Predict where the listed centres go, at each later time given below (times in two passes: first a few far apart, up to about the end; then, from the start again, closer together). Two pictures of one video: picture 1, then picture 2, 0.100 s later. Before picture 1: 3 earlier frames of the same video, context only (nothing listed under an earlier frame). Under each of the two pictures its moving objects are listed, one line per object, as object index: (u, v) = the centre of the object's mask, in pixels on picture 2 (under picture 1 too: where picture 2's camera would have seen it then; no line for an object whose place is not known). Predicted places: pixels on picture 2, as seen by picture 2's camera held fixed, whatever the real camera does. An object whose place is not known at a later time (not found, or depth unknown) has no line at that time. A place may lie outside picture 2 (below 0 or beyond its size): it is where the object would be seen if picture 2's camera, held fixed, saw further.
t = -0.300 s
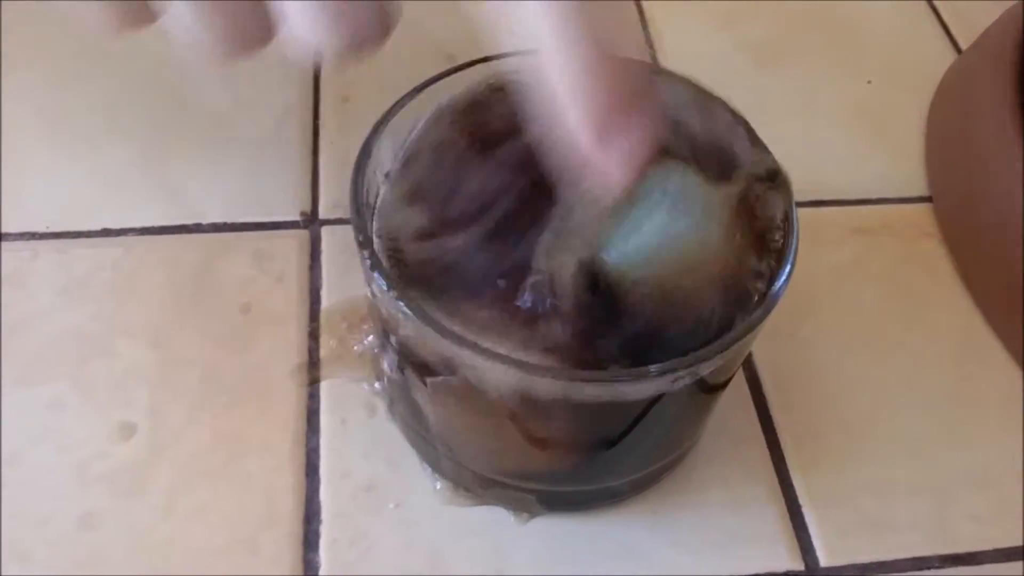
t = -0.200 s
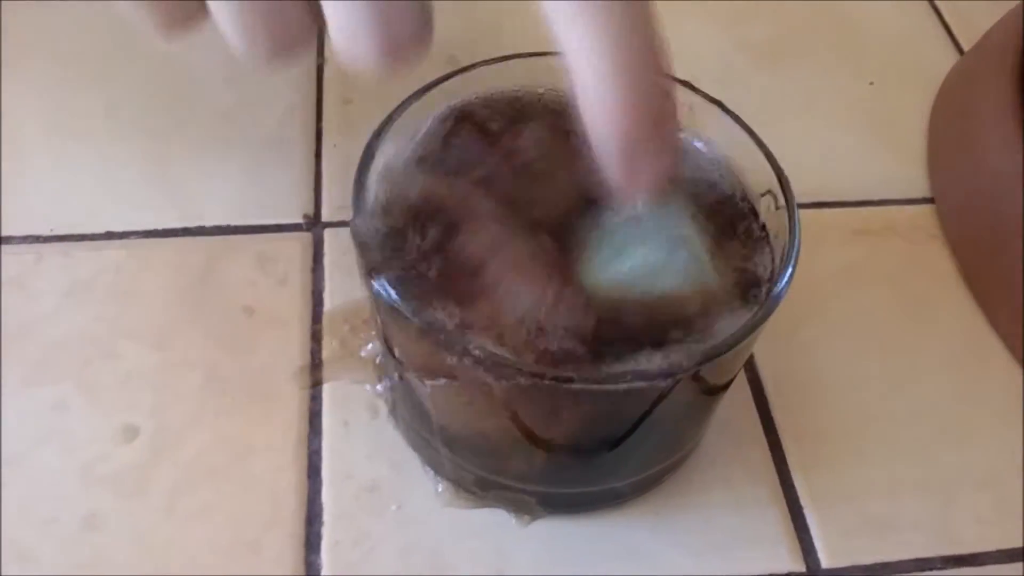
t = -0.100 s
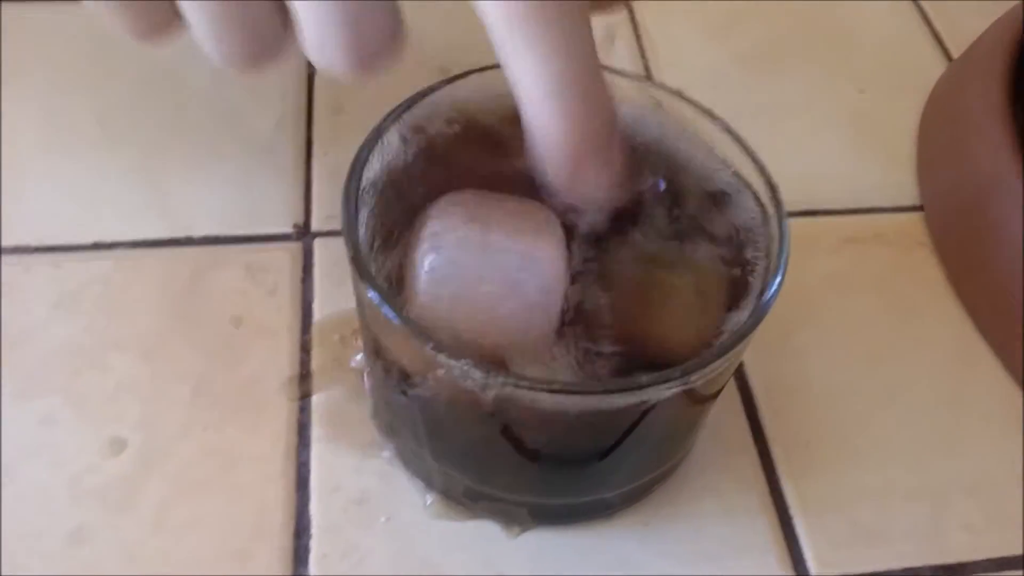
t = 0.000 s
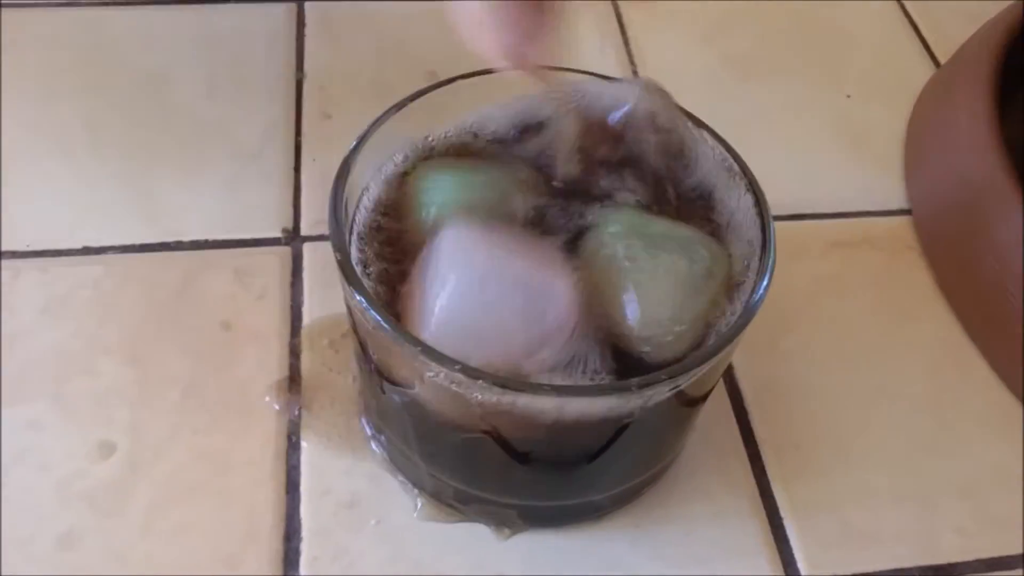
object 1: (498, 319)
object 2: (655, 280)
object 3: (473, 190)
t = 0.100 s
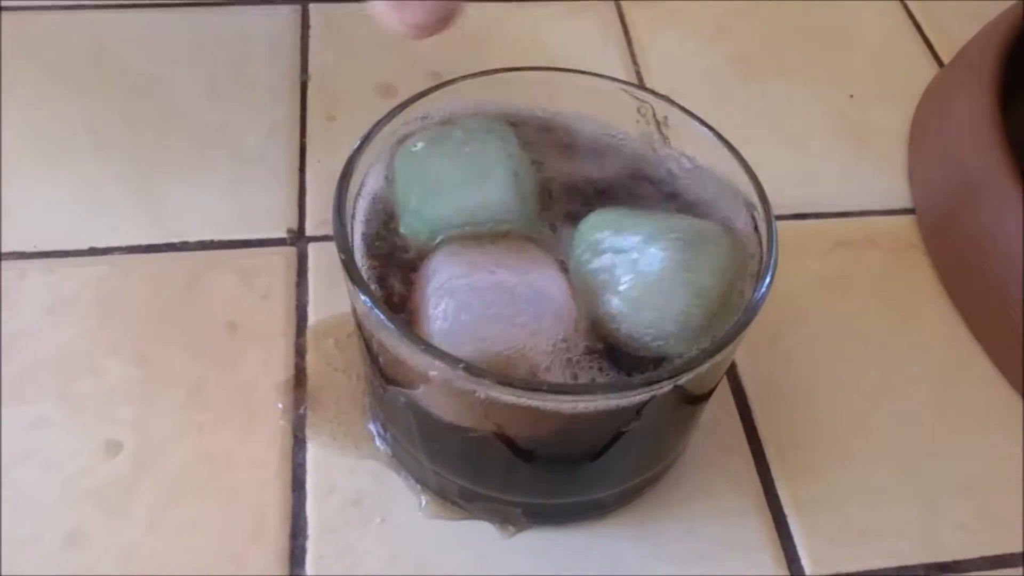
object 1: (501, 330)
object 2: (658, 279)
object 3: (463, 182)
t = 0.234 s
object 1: (508, 307)
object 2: (652, 293)
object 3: (468, 181)
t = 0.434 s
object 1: (513, 337)
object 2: (651, 265)
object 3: (493, 179)
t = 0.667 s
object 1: (511, 340)
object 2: (664, 259)
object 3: (497, 171)
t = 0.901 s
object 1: (507, 340)
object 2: (667, 262)
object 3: (502, 164)
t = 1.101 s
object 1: (503, 344)
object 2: (667, 258)
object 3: (510, 164)
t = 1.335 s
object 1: (501, 344)
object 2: (668, 258)
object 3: (514, 169)
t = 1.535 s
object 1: (499, 341)
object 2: (670, 261)
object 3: (517, 166)
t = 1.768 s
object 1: (499, 343)
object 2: (670, 262)
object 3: (521, 167)
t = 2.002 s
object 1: (499, 343)
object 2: (671, 262)
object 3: (524, 168)
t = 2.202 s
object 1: (497, 340)
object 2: (670, 266)
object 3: (525, 167)
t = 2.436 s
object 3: (527, 167)
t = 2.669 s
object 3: (530, 167)
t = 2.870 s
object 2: (669, 268)
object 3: (530, 167)
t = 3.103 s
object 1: (496, 340)
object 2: (669, 268)
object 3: (532, 167)
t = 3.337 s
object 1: (496, 340)
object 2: (669, 268)
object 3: (533, 167)
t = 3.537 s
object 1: (495, 339)
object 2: (669, 269)
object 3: (534, 168)
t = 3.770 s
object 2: (669, 270)
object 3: (537, 167)
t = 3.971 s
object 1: (495, 340)
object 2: (669, 269)
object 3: (537, 167)
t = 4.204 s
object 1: (495, 340)
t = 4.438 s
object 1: (495, 340)
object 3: (540, 167)
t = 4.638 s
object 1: (494, 339)
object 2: (669, 271)
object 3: (540, 165)
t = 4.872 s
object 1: (493, 339)
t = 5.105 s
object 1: (494, 339)
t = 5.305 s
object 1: (494, 339)
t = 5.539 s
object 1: (494, 339)
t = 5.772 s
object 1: (494, 339)
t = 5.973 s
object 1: (494, 339)
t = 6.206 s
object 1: (493, 339)
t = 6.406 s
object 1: (493, 339)
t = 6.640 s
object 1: (493, 339)
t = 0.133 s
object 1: (498, 327)
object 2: (656, 282)
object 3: (461, 180)
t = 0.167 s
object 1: (499, 324)
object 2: (651, 288)
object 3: (464, 176)
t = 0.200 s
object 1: (505, 307)
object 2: (650, 292)
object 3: (467, 179)
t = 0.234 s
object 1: (508, 307)
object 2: (652, 293)
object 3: (468, 181)
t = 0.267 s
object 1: (511, 308)
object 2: (658, 289)
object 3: (470, 180)
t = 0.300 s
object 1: (512, 330)
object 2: (658, 283)
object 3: (472, 181)
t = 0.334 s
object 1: (511, 334)
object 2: (657, 274)
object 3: (475, 181)
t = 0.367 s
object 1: (514, 340)
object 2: (655, 271)
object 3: (482, 183)
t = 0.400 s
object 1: (515, 340)
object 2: (653, 269)
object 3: (487, 181)
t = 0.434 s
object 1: (513, 337)
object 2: (651, 265)
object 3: (493, 179)
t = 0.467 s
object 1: (509, 334)
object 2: (651, 264)
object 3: (491, 174)
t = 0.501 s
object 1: (507, 333)
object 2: (650, 269)
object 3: (494, 172)
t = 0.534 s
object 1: (506, 335)
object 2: (652, 269)
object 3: (495, 172)
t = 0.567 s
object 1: (508, 338)
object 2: (652, 268)
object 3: (493, 168)
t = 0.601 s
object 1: (510, 339)
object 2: (654, 264)
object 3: (497, 171)
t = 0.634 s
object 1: (511, 340)
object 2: (664, 262)
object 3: (498, 172)
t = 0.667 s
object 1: (511, 340)
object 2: (664, 259)
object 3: (497, 171)
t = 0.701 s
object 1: (511, 339)
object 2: (662, 256)
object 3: (502, 178)
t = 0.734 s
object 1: (511, 338)
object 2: (663, 256)
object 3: (502, 176)
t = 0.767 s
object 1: (509, 337)
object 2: (663, 256)
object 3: (503, 173)
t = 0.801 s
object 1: (507, 338)
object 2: (664, 258)
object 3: (502, 171)
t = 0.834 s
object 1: (507, 339)
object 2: (666, 260)
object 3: (501, 164)
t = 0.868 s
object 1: (507, 340)
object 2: (667, 262)
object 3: (502, 164)
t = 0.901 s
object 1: (507, 340)
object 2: (667, 262)
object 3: (502, 164)
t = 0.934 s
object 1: (506, 342)
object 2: (666, 261)
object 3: (504, 166)
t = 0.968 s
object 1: (505, 342)
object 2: (666, 260)
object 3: (505, 167)
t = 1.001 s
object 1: (505, 342)
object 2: (667, 257)
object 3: (506, 167)
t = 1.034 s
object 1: (505, 343)
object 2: (666, 256)
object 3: (508, 167)
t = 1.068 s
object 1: (504, 344)
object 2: (666, 256)
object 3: (511, 169)
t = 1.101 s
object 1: (503, 344)
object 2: (667, 258)
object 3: (510, 164)
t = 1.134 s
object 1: (503, 345)
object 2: (667, 259)
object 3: (510, 168)
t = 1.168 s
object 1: (502, 344)
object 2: (668, 258)
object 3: (510, 168)
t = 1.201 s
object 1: (501, 343)
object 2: (666, 262)
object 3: (511, 168)
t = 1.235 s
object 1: (501, 342)
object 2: (667, 261)
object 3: (512, 168)
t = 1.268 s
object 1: (502, 342)
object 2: (668, 261)
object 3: (514, 169)
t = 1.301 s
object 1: (501, 343)
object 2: (669, 259)
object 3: (514, 169)
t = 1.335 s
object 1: (501, 344)
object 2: (668, 258)
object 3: (514, 169)
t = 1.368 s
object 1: (501, 345)
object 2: (669, 258)
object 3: (515, 170)
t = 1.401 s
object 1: (501, 345)
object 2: (669, 258)
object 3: (516, 169)
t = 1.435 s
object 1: (500, 344)
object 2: (668, 259)
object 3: (517, 169)
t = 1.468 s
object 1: (500, 343)
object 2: (669, 260)
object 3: (517, 167)
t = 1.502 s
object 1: (500, 342)
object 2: (669, 261)
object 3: (516, 167)
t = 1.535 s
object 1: (499, 341)
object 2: (670, 261)
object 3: (517, 166)
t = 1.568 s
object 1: (499, 341)
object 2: (670, 261)
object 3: (518, 167)
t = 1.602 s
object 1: (499, 342)
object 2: (670, 261)
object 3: (518, 167)
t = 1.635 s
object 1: (499, 343)
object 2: (671, 260)
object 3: (518, 169)
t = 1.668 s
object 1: (499, 343)
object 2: (670, 261)
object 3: (519, 169)
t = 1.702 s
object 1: (500, 344)
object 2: (670, 261)
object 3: (519, 169)
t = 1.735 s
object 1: (500, 343)
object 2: (671, 261)
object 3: (521, 168)
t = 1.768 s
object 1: (499, 343)
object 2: (670, 262)
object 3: (521, 167)
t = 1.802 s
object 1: (499, 342)
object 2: (671, 262)
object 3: (521, 167)
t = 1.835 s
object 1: (498, 341)
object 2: (671, 263)
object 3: (521, 167)
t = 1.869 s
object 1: (498, 340)
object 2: (670, 263)
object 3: (522, 167)
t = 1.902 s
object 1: (498, 341)
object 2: (670, 263)
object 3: (521, 167)
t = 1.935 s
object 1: (498, 341)
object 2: (671, 263)
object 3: (523, 167)
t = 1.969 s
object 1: (499, 342)
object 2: (671, 263)
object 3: (523, 168)
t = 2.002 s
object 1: (499, 343)
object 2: (671, 262)
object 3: (524, 168)
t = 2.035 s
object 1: (499, 343)
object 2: (671, 262)
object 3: (525, 168)
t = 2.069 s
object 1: (498, 342)
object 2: (671, 263)
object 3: (525, 167)
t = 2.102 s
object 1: (497, 341)
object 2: (670, 263)
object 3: (523, 167)
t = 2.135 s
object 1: (497, 341)
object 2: (669, 265)
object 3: (524, 166)
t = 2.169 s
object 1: (497, 340)
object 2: (669, 265)
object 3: (524, 167)
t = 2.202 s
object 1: (497, 340)
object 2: (670, 266)
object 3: (525, 167)
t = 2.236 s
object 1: (497, 341)
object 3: (524, 168)
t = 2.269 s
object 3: (525, 167)
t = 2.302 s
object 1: (497, 341)
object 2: (670, 265)
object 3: (526, 167)
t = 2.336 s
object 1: (497, 341)
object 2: (670, 264)
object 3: (527, 167)
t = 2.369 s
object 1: (497, 341)
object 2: (669, 264)
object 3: (527, 167)
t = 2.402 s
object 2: (669, 265)
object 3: (527, 167)
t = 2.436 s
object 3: (527, 167)
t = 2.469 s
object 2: (669, 267)
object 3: (527, 167)
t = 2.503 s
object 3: (527, 167)
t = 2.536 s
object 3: (527, 167)
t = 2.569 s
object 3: (528, 167)
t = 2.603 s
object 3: (529, 167)
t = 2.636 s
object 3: (529, 167)
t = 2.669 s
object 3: (530, 167)
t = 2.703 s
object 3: (530, 167)
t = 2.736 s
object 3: (530, 167)
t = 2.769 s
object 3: (530, 167)
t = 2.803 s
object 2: (669, 268)
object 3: (530, 167)
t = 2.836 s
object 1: (495, 340)
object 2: (669, 268)
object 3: (530, 167)
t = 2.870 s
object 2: (669, 268)
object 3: (530, 167)
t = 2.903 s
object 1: (496, 340)
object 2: (669, 268)
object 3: (531, 167)
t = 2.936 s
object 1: (496, 340)
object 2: (670, 267)
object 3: (532, 166)
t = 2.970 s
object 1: (496, 340)
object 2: (669, 267)
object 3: (532, 167)
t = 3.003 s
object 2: (669, 267)
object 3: (532, 167)
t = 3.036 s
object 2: (669, 267)
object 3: (532, 167)
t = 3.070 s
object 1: (496, 340)
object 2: (669, 268)
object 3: (532, 167)
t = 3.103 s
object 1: (496, 340)
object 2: (669, 268)
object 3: (532, 167)
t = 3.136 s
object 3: (532, 167)
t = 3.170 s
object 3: (532, 167)
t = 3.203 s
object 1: (495, 339)
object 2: (669, 268)
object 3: (532, 167)
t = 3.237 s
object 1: (495, 340)
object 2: (669, 268)
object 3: (533, 167)
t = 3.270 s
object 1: (496, 340)
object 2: (669, 268)
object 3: (533, 167)
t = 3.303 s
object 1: (496, 340)
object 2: (669, 268)
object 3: (533, 167)
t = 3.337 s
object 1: (496, 340)
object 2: (669, 268)
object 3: (533, 167)
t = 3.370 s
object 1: (495, 340)
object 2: (669, 269)
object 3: (533, 167)
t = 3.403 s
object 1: (495, 340)
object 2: (669, 269)
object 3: (534, 167)
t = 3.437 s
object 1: (495, 339)
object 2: (670, 269)
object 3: (534, 167)
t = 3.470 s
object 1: (495, 339)
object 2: (669, 269)
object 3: (534, 168)
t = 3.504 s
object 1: (495, 339)
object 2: (669, 269)
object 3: (534, 168)
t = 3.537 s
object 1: (495, 339)
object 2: (669, 269)
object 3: (534, 168)
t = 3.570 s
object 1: (496, 339)
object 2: (669, 269)
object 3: (535, 168)
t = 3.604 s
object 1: (496, 339)
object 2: (669, 269)
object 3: (535, 168)
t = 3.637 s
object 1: (496, 340)
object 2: (669, 269)
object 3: (536, 167)
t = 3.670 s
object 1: (496, 340)
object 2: (669, 269)
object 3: (535, 168)
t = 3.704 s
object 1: (496, 340)
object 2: (669, 269)
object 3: (535, 168)
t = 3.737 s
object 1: (496, 340)
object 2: (669, 269)
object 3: (536, 168)
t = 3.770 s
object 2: (669, 270)
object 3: (537, 167)
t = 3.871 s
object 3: (536, 167)
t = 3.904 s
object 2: (669, 270)
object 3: (536, 167)
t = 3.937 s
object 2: (669, 269)
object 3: (537, 166)
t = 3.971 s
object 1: (495, 340)
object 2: (669, 269)
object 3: (537, 167)
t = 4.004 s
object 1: (495, 340)
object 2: (669, 270)
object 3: (538, 167)
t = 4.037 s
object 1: (494, 340)
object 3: (538, 167)
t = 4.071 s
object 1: (495, 340)
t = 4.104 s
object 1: (495, 340)
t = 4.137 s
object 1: (495, 340)
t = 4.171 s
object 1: (495, 340)
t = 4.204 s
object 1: (495, 340)
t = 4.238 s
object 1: (495, 340)
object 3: (538, 167)
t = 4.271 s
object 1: (495, 340)
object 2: (669, 270)
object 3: (538, 167)
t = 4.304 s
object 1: (494, 340)
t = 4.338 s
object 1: (493, 340)
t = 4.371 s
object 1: (494, 340)
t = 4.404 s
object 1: (495, 340)
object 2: (670, 271)
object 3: (539, 166)
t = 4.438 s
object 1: (495, 340)
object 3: (540, 167)
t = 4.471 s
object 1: (495, 340)
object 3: (540, 167)
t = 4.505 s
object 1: (495, 340)
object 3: (540, 167)
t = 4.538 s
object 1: (495, 340)
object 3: (540, 167)
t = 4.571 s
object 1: (495, 340)
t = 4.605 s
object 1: (494, 340)
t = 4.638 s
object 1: (494, 339)
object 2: (669, 271)
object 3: (540, 165)
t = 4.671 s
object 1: (495, 339)
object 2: (670, 271)
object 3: (540, 166)
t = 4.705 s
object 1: (495, 340)
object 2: (669, 272)
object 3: (541, 166)
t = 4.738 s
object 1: (494, 339)
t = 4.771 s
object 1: (494, 339)
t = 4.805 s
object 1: (494, 339)
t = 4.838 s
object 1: (494, 339)
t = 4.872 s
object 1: (493, 339)
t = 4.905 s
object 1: (494, 339)
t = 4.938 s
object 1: (495, 340)
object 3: (544, 166)
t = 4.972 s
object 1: (495, 340)
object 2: (670, 272)
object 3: (544, 166)
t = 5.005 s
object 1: (496, 339)
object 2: (670, 272)
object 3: (544, 166)
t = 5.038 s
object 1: (494, 339)
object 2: (668, 272)
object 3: (542, 167)
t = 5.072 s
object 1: (494, 339)
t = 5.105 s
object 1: (494, 339)
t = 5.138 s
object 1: (494, 339)
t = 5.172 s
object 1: (494, 339)
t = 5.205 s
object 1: (494, 339)
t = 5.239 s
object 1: (494, 339)
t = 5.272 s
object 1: (494, 339)
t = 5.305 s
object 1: (494, 339)
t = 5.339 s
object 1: (494, 339)
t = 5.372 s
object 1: (494, 339)
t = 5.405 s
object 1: (494, 339)
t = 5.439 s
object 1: (495, 339)
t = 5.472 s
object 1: (495, 339)
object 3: (545, 167)
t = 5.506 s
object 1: (495, 339)
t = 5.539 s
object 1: (494, 339)
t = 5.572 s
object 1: (494, 339)
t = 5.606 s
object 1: (492, 339)
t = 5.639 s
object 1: (492, 339)
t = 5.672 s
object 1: (493, 339)
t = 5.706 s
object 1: (493, 339)
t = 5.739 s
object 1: (493, 339)
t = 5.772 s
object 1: (494, 339)
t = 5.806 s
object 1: (494, 339)
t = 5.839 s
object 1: (494, 339)
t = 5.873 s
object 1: (493, 338)
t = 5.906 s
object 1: (494, 339)
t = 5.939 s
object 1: (493, 339)
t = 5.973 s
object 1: (494, 339)
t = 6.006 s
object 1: (494, 339)
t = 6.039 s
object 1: (494, 339)
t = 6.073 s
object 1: (494, 339)
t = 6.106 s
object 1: (493, 339)
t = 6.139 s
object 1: (493, 339)
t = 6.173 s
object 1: (493, 339)
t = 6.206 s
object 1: (493, 339)
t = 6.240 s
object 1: (493, 339)
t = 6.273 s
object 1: (493, 339)
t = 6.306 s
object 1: (493, 339)
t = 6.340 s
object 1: (494, 339)
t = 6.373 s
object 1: (494, 339)
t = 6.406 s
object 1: (493, 339)
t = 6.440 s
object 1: (493, 338)
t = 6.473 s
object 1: (493, 339)
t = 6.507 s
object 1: (493, 339)
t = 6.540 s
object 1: (493, 339)
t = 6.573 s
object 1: (493, 339)
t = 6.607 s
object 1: (493, 339)
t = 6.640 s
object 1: (493, 339)
